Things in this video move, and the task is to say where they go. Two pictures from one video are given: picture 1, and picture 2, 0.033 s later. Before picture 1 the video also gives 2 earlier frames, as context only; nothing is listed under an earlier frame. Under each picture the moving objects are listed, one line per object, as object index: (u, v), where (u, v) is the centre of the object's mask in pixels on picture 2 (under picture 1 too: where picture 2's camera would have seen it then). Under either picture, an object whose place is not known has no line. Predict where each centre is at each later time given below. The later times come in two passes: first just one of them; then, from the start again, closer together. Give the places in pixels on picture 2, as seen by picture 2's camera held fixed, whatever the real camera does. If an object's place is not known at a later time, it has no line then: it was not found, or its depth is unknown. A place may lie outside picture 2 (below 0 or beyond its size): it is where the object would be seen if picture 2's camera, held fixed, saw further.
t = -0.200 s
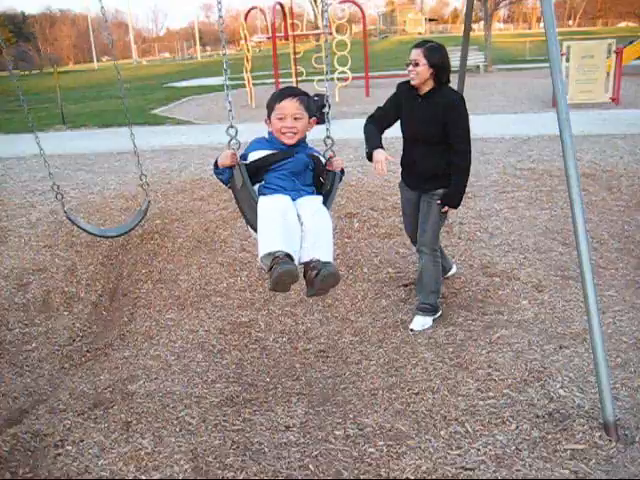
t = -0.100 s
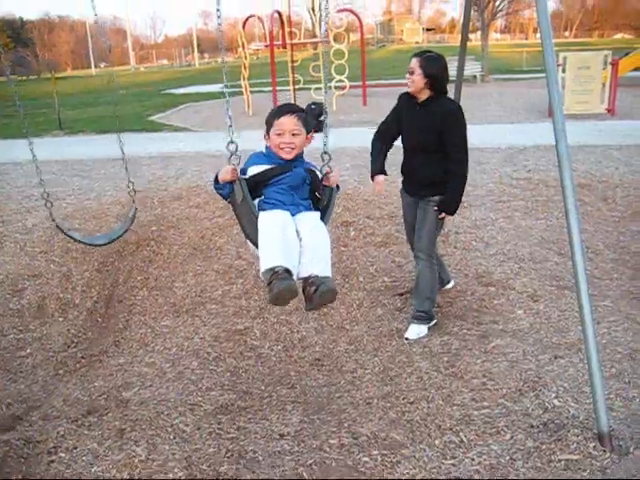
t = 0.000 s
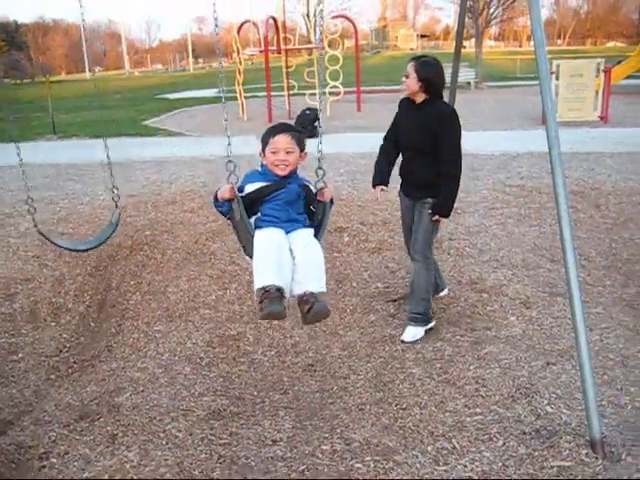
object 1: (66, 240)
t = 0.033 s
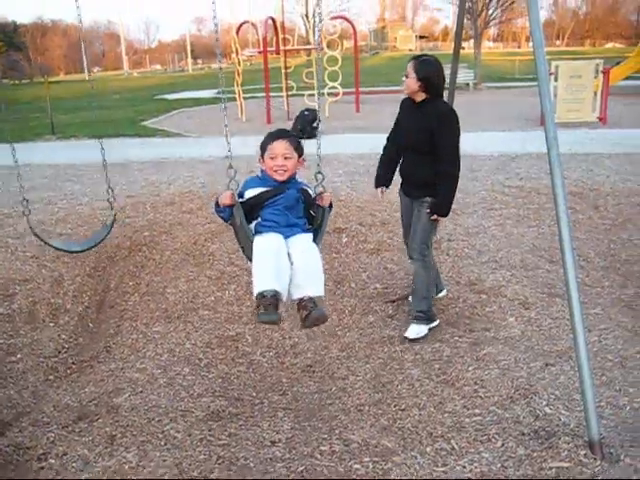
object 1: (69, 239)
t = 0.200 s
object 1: (63, 243)
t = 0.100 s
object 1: (63, 242)
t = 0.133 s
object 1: (59, 243)
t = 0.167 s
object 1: (64, 242)
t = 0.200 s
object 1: (63, 243)
